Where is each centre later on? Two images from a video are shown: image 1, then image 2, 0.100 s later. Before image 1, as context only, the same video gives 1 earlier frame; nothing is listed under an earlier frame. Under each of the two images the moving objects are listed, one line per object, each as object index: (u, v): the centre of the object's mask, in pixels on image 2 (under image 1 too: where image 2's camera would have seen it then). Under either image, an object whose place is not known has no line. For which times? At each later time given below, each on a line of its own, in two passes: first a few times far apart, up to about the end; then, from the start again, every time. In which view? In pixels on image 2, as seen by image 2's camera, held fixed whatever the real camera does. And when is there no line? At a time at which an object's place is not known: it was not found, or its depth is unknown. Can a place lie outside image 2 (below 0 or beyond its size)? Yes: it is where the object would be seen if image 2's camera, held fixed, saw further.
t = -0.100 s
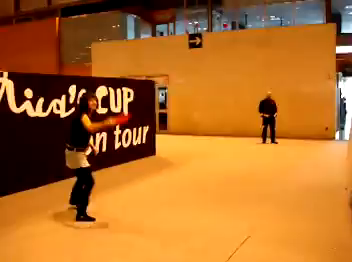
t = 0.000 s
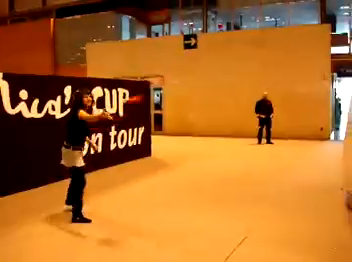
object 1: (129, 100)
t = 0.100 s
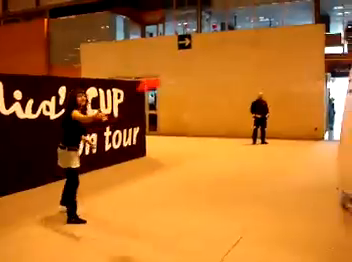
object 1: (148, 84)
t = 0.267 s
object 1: (192, 71)
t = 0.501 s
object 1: (276, 82)
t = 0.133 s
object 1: (155, 82)
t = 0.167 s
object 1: (165, 78)
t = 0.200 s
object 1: (175, 75)
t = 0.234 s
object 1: (184, 72)
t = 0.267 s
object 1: (192, 71)
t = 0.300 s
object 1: (202, 70)
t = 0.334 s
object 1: (213, 71)
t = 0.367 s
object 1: (225, 71)
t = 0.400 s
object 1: (236, 73)
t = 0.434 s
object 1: (249, 75)
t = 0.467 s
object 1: (261, 78)
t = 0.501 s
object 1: (276, 82)
